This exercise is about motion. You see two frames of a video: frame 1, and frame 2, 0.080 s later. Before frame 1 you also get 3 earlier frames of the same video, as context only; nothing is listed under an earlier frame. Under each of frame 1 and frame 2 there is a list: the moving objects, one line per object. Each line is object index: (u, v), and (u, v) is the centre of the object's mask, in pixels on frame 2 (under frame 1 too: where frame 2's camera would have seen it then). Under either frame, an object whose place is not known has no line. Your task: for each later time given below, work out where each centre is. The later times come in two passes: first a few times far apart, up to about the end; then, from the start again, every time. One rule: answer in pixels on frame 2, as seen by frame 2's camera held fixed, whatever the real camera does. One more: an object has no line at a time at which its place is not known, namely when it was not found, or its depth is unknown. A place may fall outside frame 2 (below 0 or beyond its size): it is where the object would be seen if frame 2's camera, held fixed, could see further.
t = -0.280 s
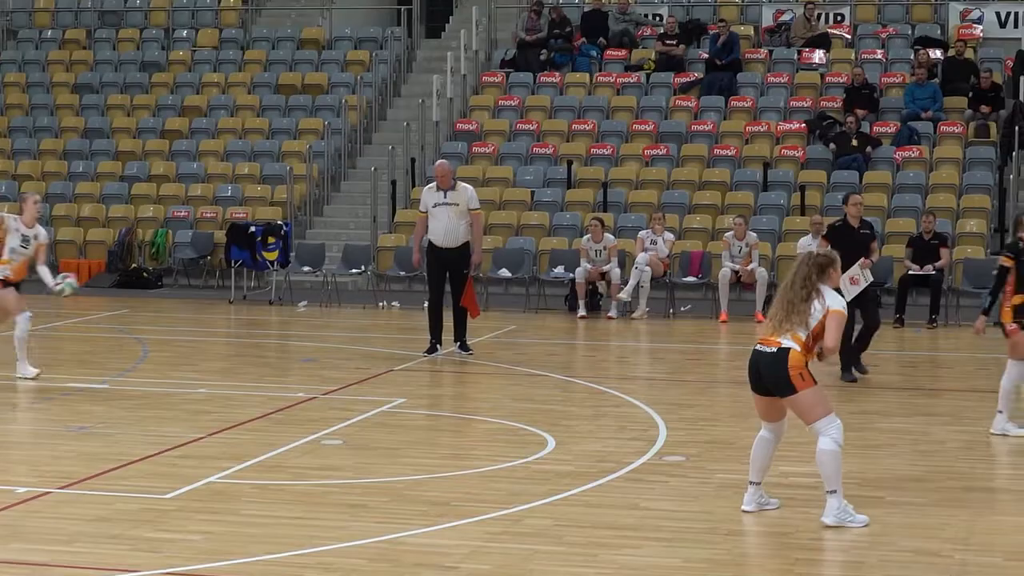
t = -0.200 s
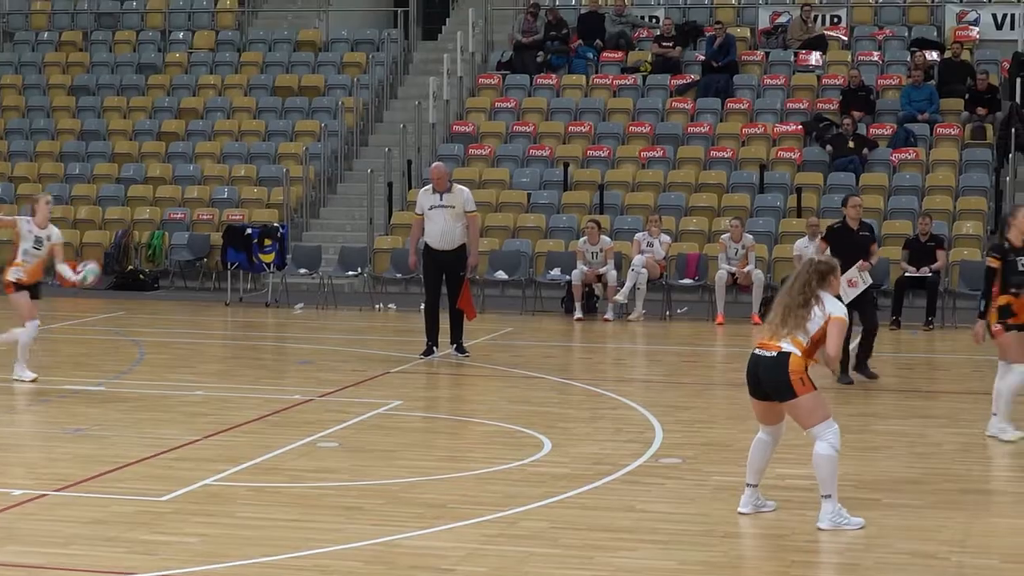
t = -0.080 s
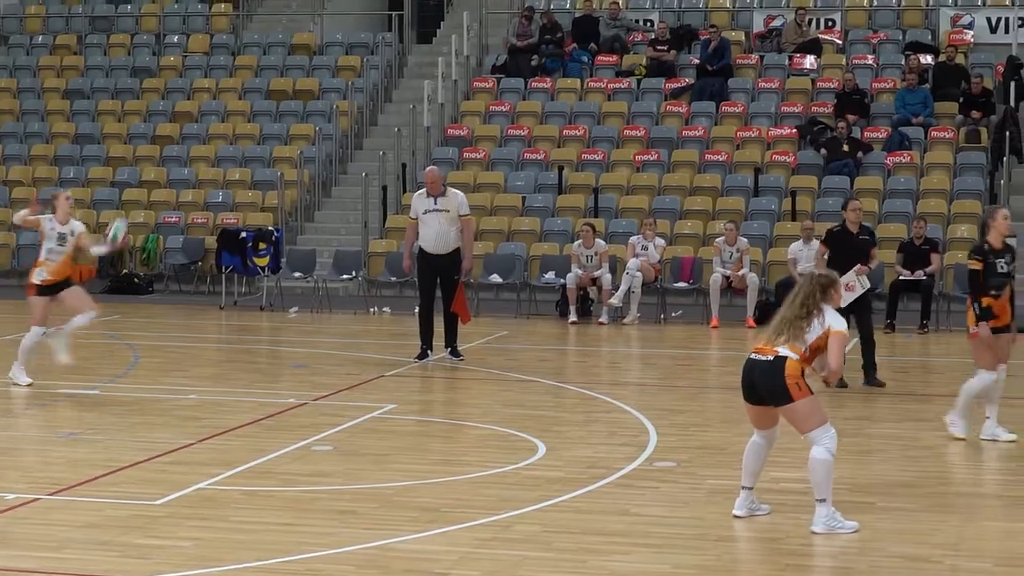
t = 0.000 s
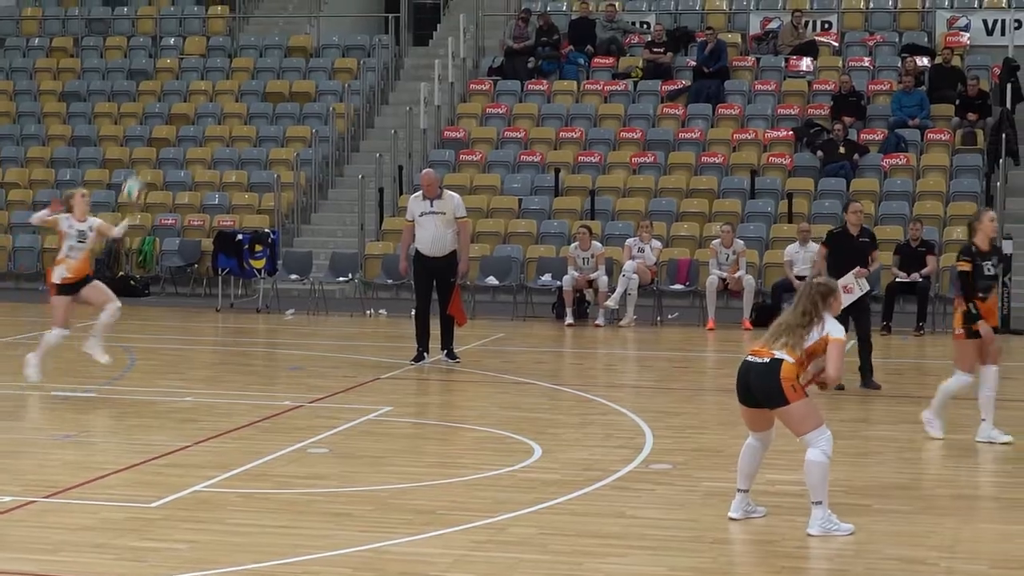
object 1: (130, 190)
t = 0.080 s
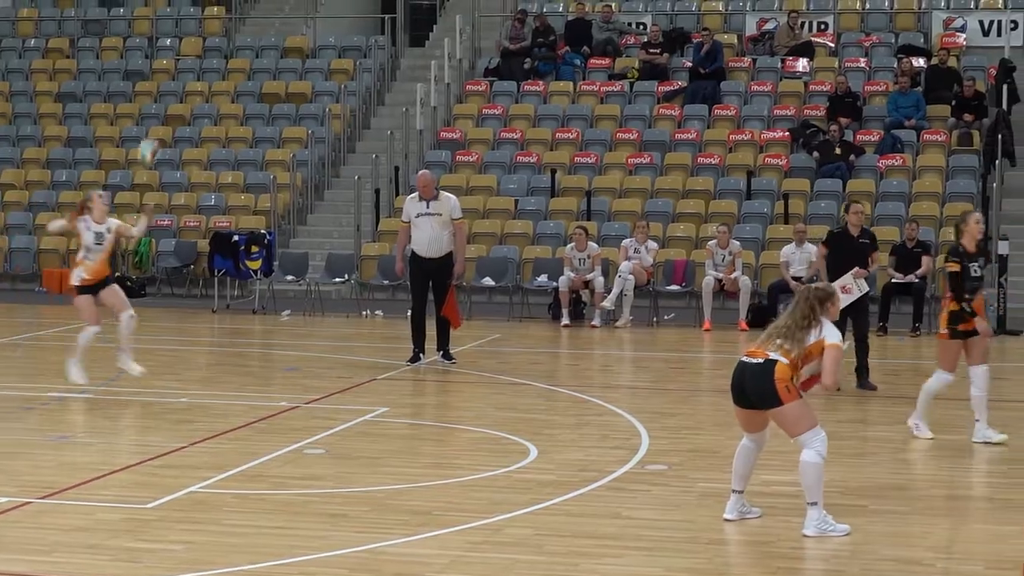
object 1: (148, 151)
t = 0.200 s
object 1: (174, 107)
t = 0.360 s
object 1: (209, 73)
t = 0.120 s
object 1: (157, 135)
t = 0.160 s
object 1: (166, 119)
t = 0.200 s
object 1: (174, 107)
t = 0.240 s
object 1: (184, 95)
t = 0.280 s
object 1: (192, 87)
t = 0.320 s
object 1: (201, 79)
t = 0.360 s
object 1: (209, 73)
